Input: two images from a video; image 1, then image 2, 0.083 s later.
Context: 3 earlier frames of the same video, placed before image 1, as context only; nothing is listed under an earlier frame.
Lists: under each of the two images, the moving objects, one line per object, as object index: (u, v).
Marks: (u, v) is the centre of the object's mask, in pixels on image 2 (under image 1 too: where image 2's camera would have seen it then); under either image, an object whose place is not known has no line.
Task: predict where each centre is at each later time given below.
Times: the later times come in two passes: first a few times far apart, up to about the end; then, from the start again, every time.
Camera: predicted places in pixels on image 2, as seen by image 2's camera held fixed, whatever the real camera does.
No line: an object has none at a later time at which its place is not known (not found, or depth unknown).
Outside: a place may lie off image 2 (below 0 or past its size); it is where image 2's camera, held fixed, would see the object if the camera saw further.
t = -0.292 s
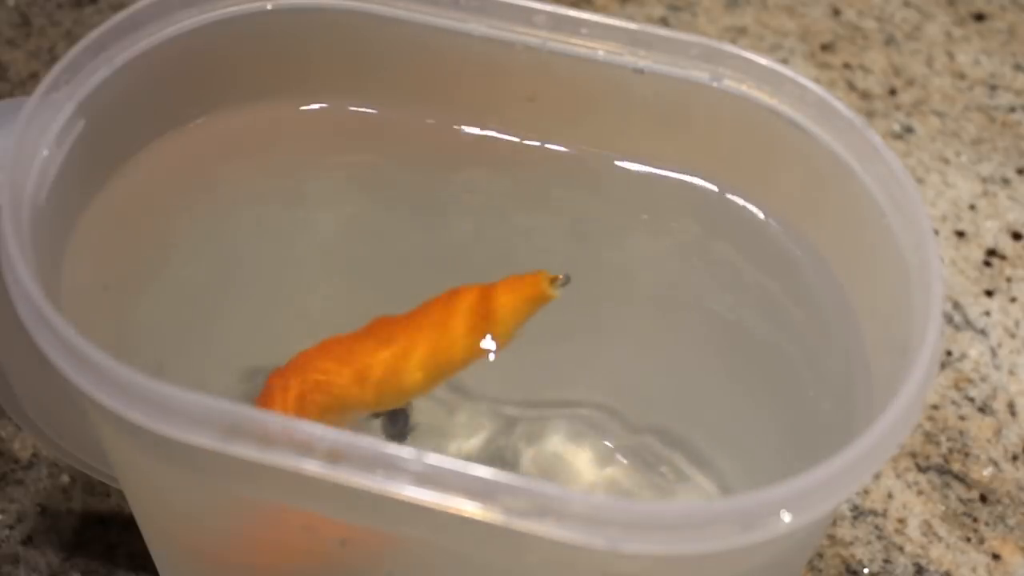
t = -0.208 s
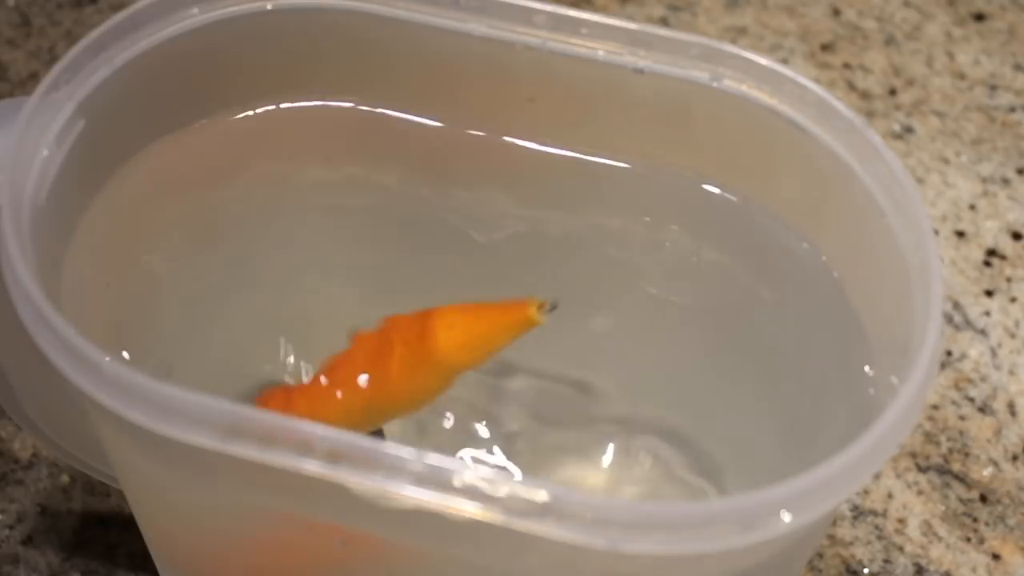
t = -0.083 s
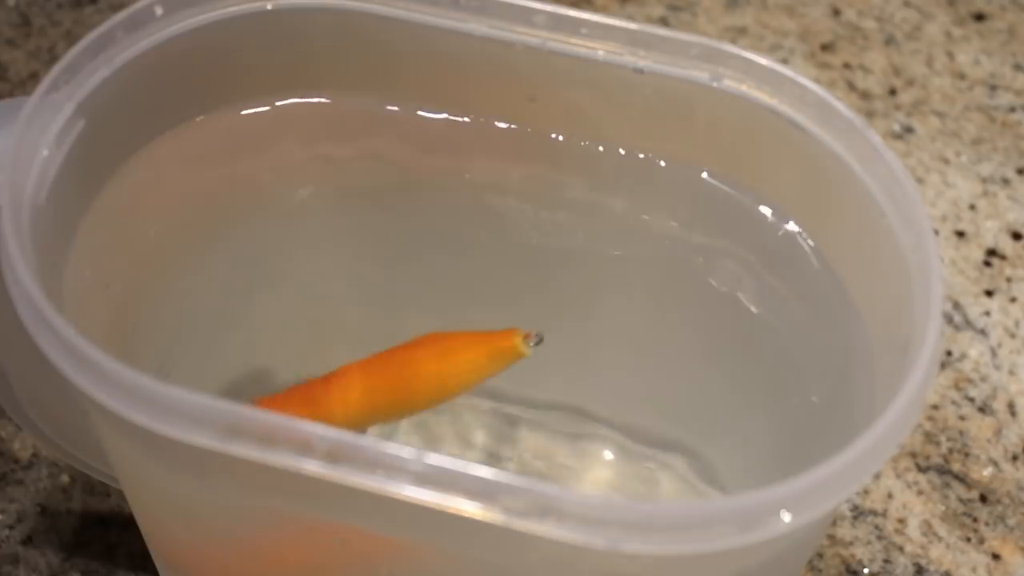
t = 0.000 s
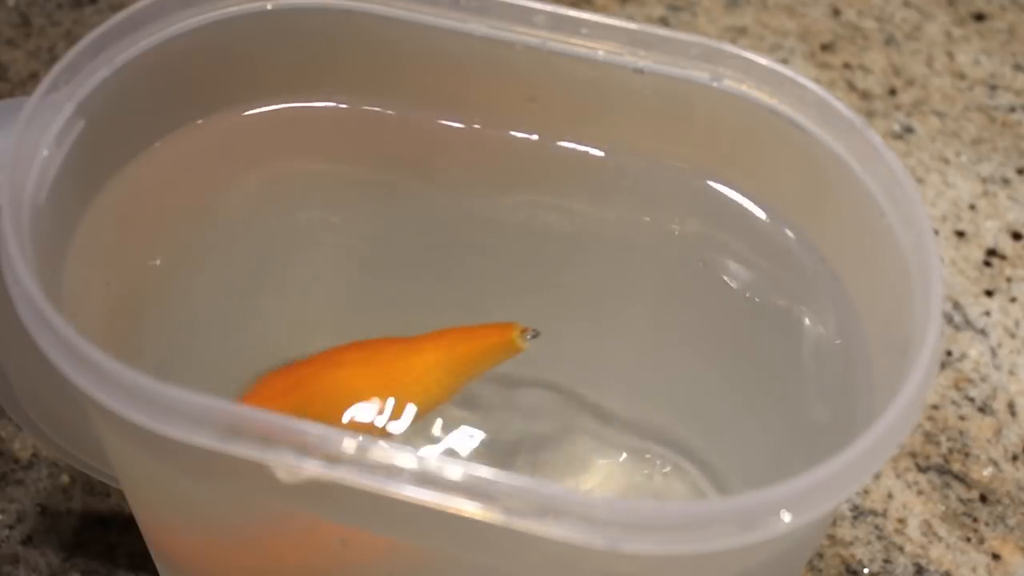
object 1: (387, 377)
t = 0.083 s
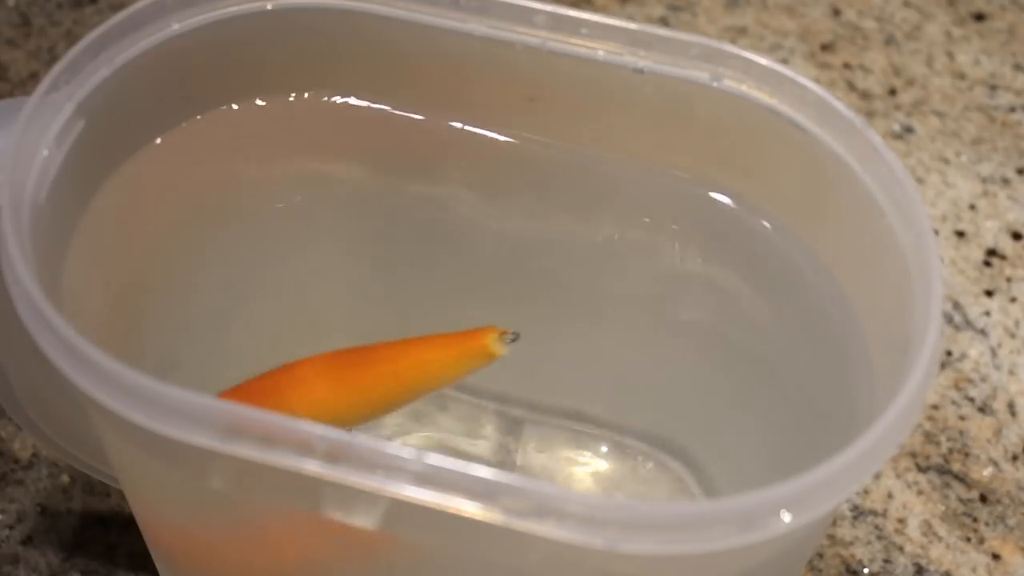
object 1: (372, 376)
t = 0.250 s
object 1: (361, 375)
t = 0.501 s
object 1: (350, 373)
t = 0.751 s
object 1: (350, 372)
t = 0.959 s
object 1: (353, 373)
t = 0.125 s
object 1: (364, 374)
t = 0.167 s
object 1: (360, 372)
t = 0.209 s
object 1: (360, 373)
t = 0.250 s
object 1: (361, 375)
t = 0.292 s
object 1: (352, 376)
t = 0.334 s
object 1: (349, 373)
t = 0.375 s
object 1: (348, 371)
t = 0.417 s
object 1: (350, 372)
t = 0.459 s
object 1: (350, 373)
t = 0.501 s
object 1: (350, 373)
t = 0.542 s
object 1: (349, 373)
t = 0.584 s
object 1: (348, 372)
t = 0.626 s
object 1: (347, 372)
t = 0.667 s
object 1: (343, 373)
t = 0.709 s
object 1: (346, 373)
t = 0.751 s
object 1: (350, 372)
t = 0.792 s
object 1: (349, 372)
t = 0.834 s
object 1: (349, 371)
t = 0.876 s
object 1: (348, 370)
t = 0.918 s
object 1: (351, 372)
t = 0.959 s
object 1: (353, 373)
